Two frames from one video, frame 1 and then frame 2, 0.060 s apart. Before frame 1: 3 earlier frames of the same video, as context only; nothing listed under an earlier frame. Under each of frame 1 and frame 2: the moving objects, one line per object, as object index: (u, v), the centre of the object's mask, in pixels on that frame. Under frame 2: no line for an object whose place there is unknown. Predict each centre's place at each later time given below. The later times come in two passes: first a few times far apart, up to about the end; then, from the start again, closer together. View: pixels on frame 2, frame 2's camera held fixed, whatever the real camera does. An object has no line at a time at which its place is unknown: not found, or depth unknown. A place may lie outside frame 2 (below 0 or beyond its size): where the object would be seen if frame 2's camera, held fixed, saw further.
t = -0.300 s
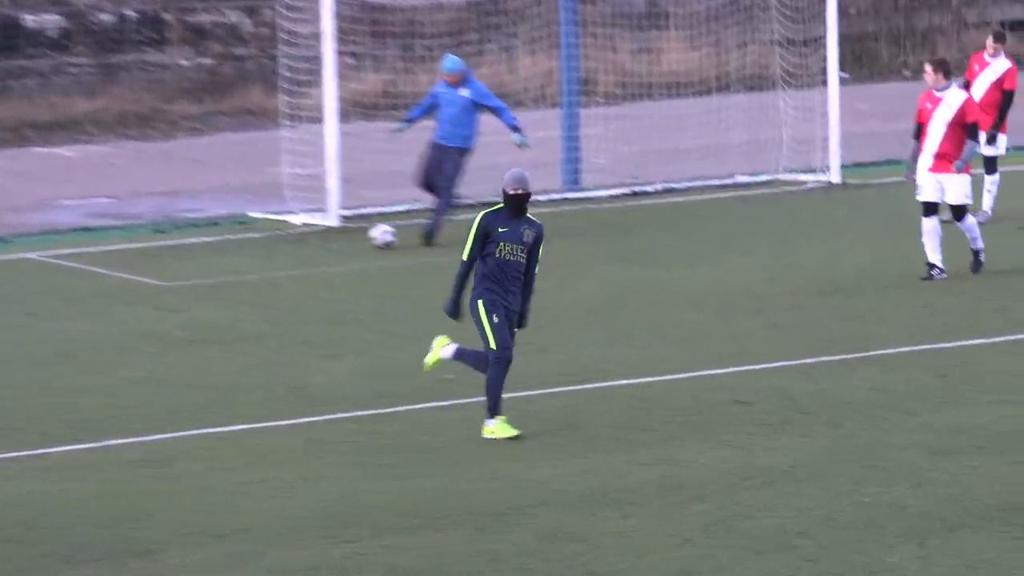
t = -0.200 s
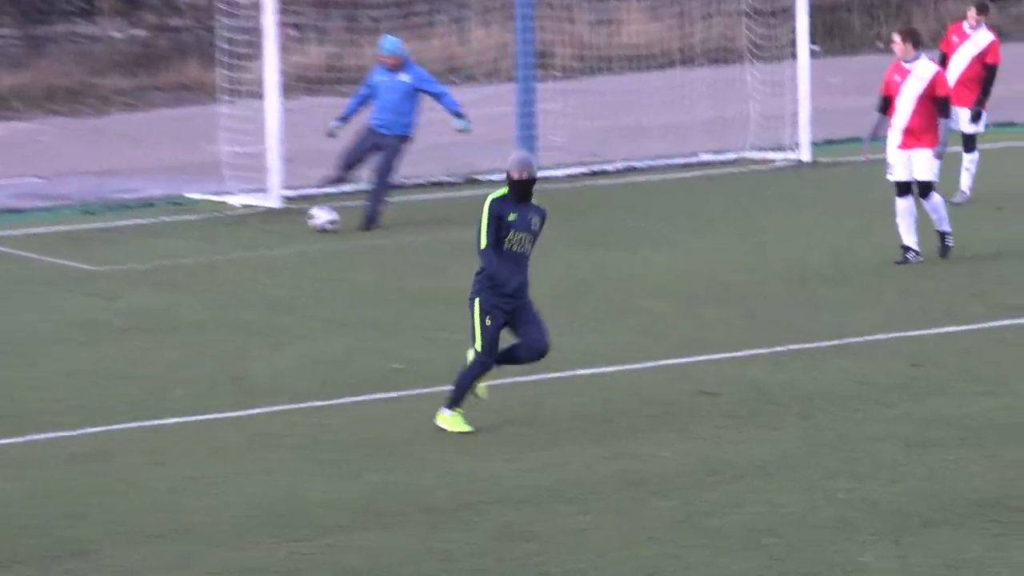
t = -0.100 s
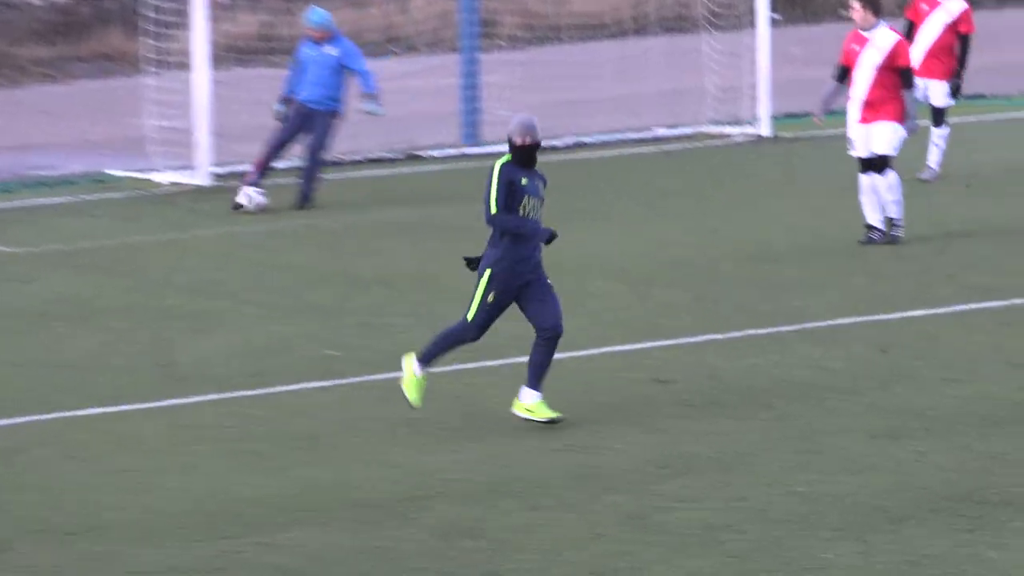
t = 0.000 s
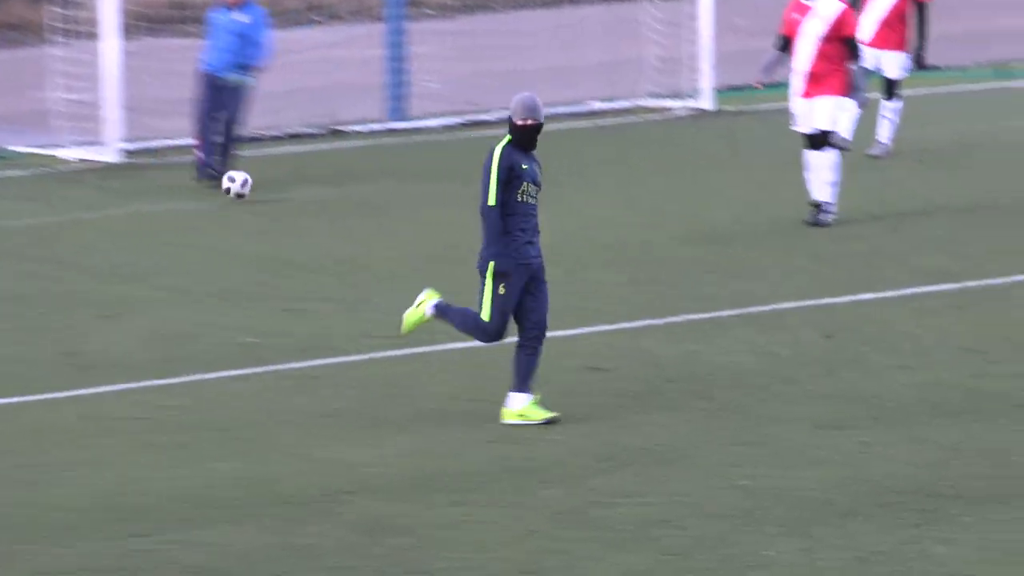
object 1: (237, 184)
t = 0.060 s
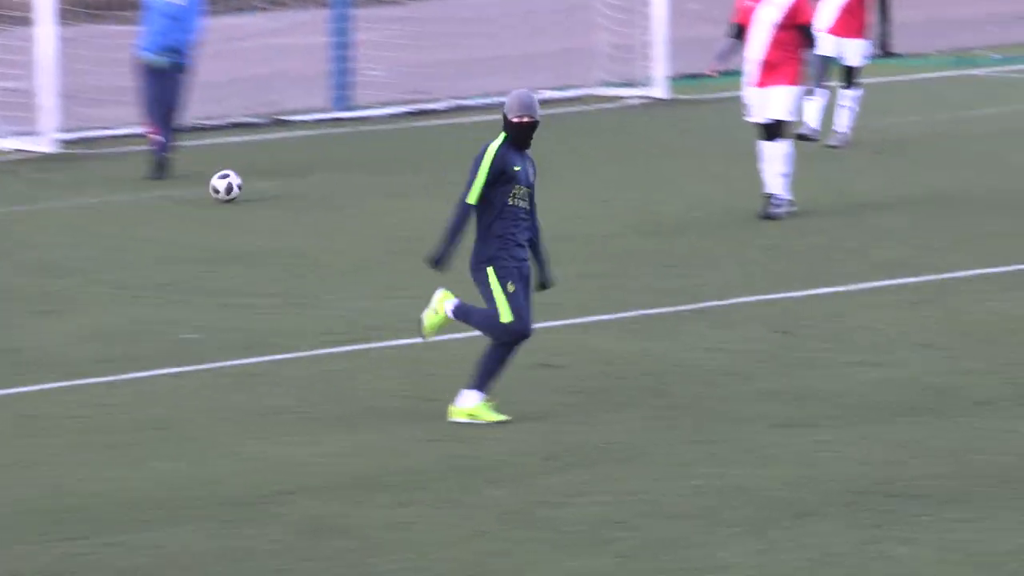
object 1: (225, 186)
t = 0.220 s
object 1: (348, 198)
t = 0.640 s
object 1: (673, 249)
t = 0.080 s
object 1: (241, 189)
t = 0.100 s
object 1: (256, 189)
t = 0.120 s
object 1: (271, 190)
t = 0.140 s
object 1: (286, 190)
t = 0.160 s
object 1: (302, 191)
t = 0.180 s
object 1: (317, 193)
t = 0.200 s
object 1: (333, 195)
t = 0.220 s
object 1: (348, 198)
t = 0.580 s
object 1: (626, 238)
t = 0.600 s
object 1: (641, 240)
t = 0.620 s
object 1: (657, 246)
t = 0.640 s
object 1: (673, 249)
